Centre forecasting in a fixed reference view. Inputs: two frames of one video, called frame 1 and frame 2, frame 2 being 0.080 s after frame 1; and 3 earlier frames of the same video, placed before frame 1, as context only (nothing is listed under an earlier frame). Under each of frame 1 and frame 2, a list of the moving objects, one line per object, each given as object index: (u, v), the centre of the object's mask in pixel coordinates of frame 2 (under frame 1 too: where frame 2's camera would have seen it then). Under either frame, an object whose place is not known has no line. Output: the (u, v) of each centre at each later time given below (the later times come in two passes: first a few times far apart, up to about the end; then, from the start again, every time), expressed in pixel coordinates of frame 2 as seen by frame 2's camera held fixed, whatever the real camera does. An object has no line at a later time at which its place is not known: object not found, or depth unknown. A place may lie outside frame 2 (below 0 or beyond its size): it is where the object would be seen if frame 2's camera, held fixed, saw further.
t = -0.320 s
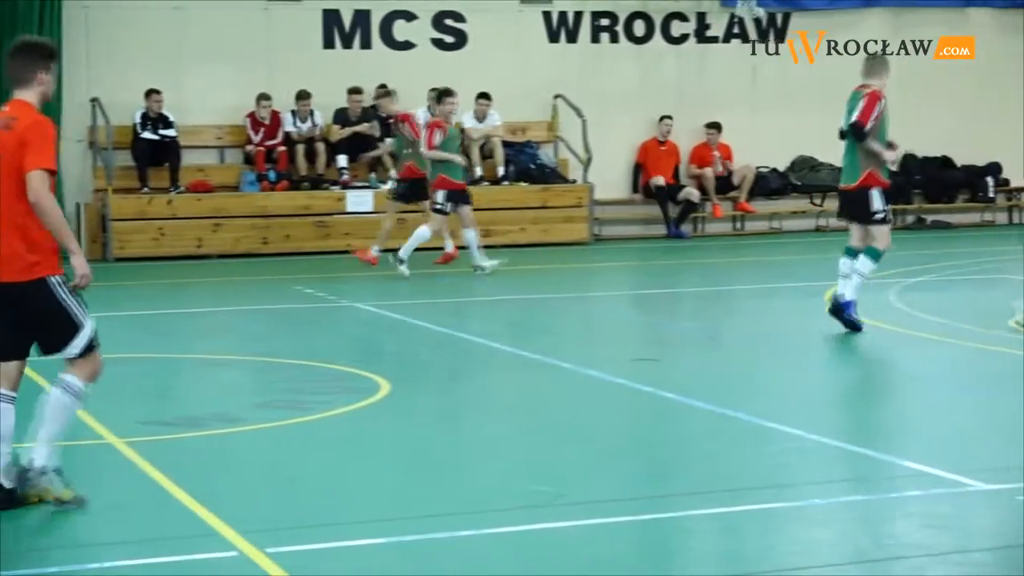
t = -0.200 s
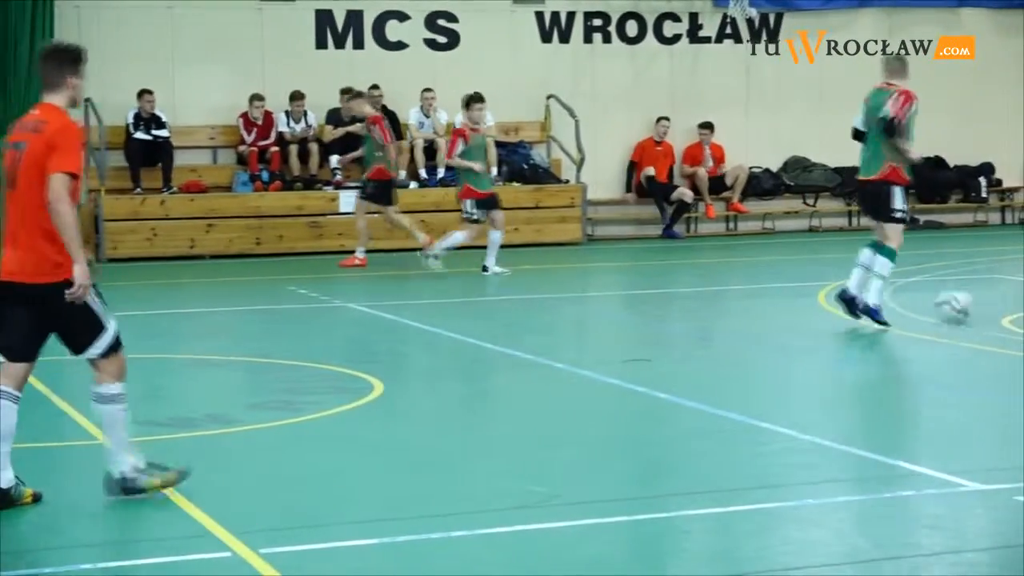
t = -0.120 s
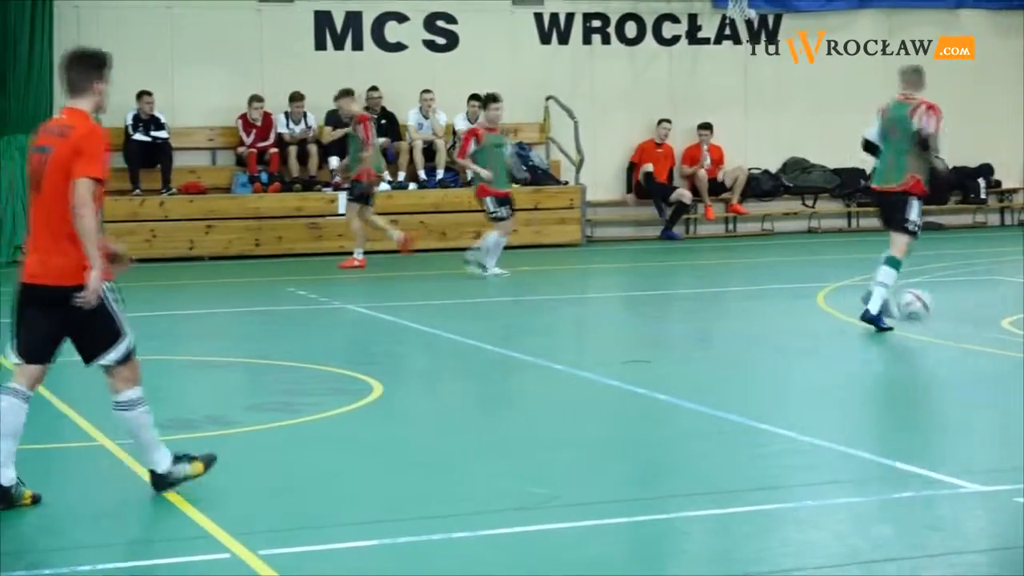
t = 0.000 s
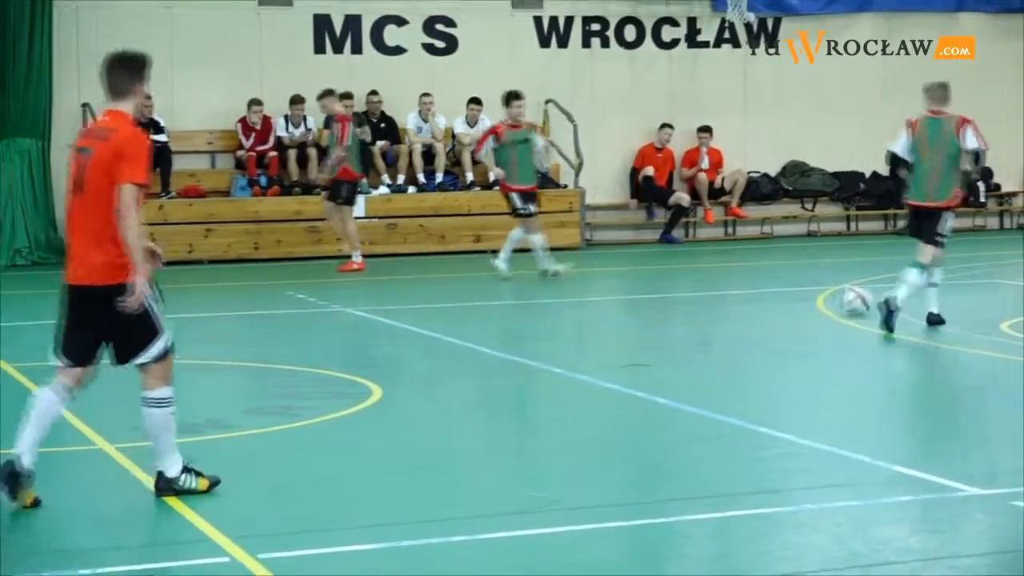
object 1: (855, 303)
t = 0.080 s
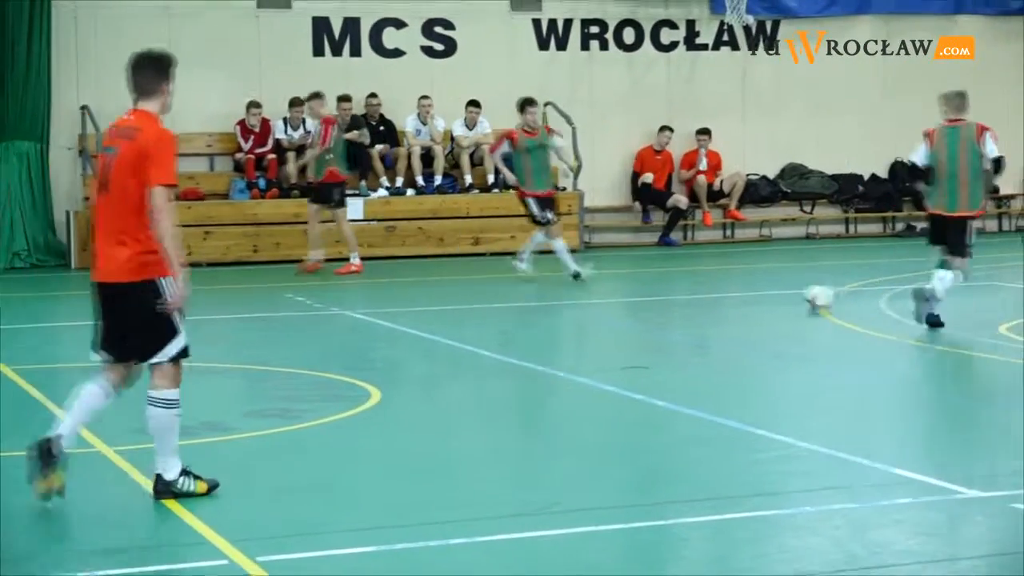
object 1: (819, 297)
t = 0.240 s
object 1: (755, 292)
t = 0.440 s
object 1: (680, 284)
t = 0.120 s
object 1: (804, 298)
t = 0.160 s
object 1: (784, 293)
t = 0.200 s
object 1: (769, 291)
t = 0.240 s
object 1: (755, 292)
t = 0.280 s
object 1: (738, 289)
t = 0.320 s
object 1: (724, 287)
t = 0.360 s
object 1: (709, 285)
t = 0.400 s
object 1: (693, 286)
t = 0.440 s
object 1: (680, 284)
